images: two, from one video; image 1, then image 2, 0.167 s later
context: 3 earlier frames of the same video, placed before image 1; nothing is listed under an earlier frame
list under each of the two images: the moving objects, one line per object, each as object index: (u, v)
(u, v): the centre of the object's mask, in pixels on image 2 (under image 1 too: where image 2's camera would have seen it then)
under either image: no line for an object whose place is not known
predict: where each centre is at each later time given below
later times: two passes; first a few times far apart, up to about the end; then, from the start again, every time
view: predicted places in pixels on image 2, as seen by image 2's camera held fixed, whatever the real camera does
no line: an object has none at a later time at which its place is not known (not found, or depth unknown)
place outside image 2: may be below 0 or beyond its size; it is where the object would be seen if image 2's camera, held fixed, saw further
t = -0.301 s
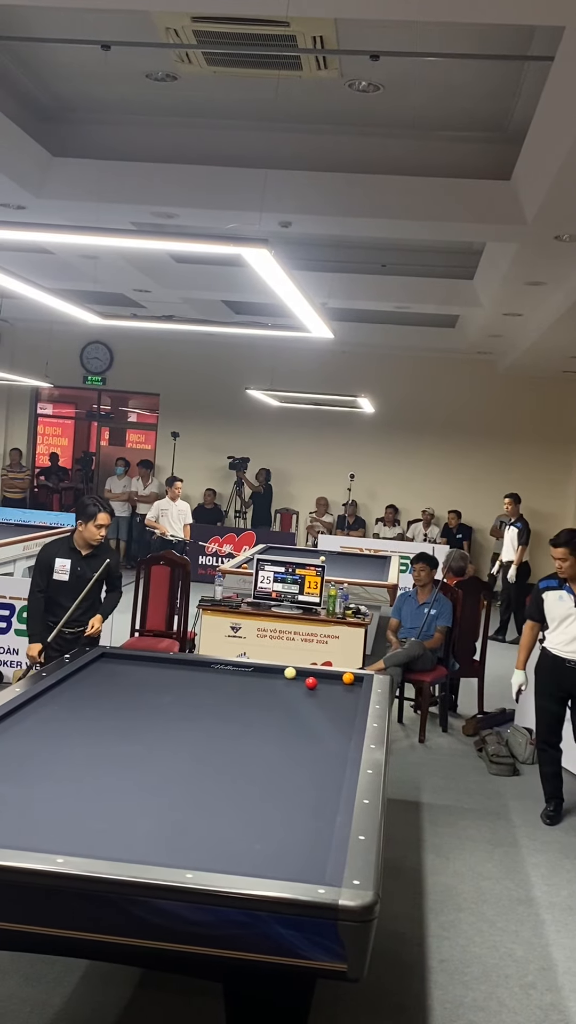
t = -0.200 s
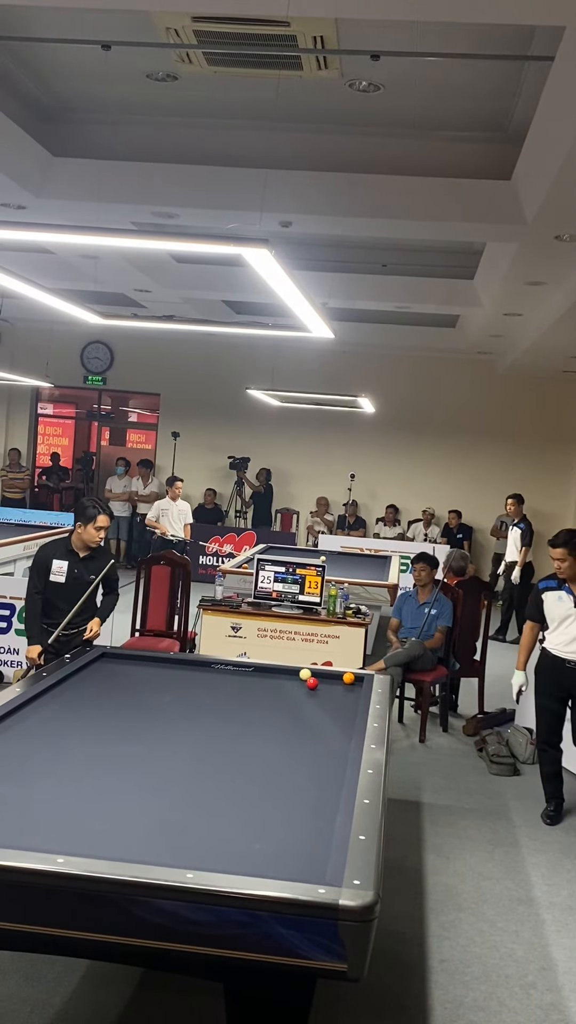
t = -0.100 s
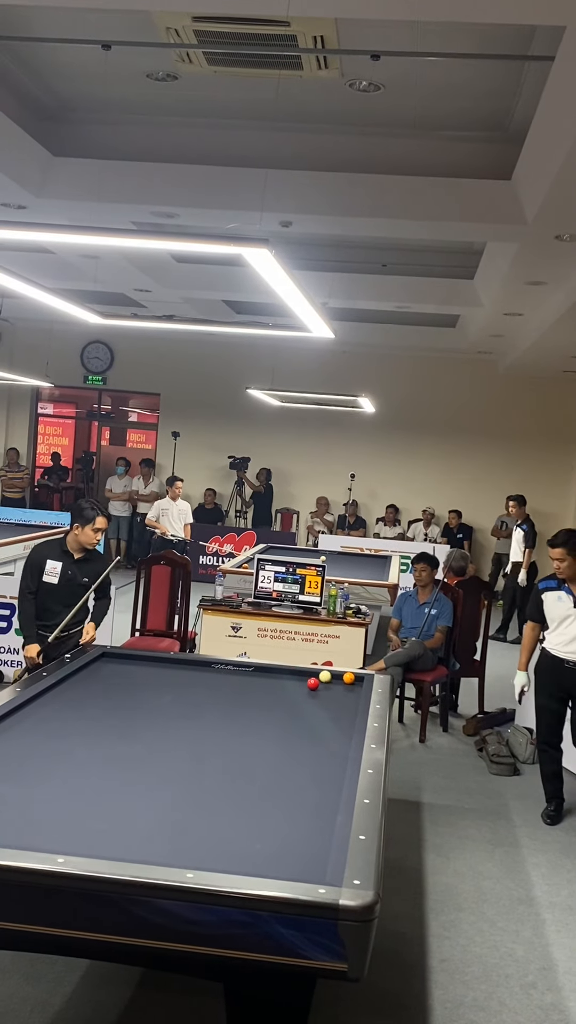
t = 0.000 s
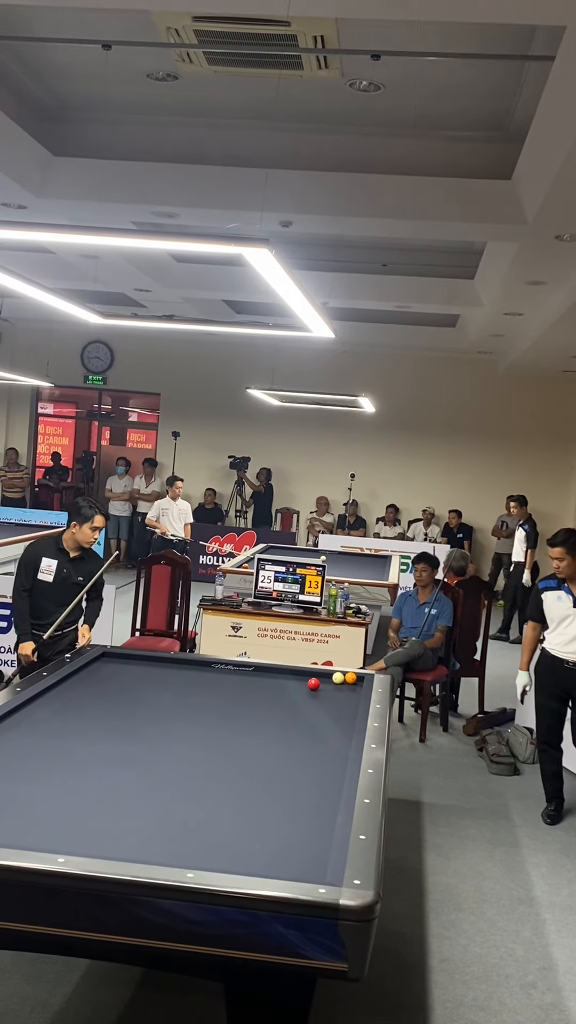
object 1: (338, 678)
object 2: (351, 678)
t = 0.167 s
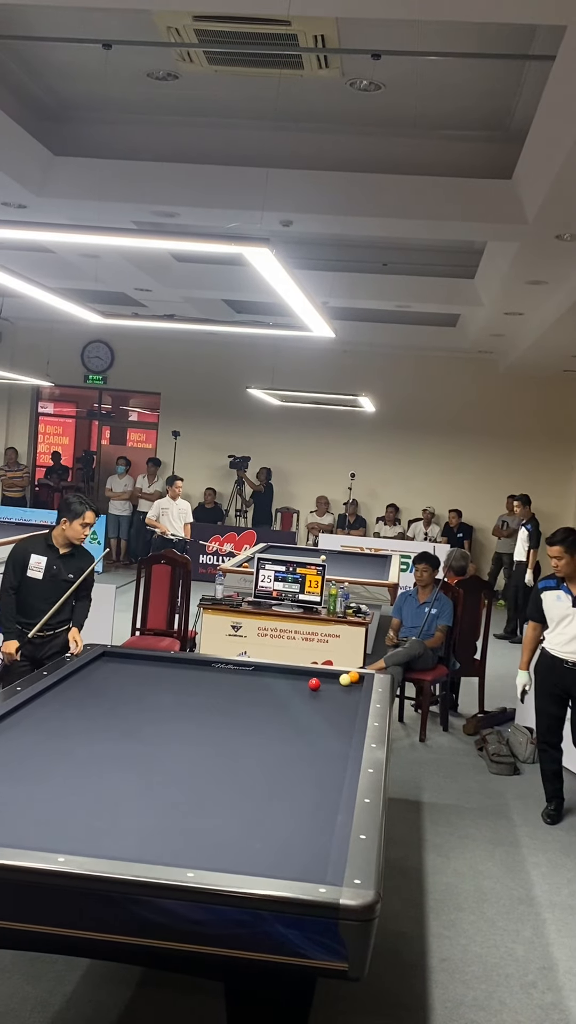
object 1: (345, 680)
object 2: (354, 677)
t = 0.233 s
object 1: (348, 681)
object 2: (350, 674)
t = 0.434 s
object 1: (357, 683)
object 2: (339, 675)
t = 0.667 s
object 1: (350, 684)
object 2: (328, 674)
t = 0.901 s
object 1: (342, 686)
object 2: (317, 674)
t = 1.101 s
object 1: (336, 686)
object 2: (308, 673)
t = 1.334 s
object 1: (330, 687)
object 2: (297, 672)
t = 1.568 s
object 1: (330, 688)
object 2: (288, 671)
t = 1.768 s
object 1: (330, 689)
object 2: (280, 671)
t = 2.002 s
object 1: (329, 690)
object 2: (270, 670)
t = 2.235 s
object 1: (329, 690)
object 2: (262, 669)
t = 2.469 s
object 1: (329, 691)
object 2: (253, 668)
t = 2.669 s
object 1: (329, 692)
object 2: (246, 668)
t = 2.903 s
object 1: (328, 693)
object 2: (239, 668)
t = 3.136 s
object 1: (329, 693)
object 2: (233, 668)
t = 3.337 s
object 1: (329, 693)
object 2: (227, 667)
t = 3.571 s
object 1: (328, 694)
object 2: (221, 667)
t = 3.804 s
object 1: (328, 694)
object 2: (215, 667)
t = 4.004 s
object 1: (328, 694)
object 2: (210, 667)
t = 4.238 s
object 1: (328, 694)
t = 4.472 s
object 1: (329, 694)
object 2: (200, 666)
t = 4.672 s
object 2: (196, 665)
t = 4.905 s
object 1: (328, 694)
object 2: (192, 665)
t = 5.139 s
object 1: (328, 694)
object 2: (188, 665)
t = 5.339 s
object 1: (328, 694)
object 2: (186, 664)
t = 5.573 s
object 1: (328, 694)
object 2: (183, 664)
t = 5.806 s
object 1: (328, 694)
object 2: (181, 663)
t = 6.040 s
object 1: (328, 693)
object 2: (179, 663)
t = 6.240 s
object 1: (328, 693)
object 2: (177, 663)
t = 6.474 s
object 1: (328, 693)
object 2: (175, 663)
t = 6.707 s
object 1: (328, 693)
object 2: (175, 663)
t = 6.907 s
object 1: (328, 693)
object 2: (174, 662)
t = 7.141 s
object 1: (328, 692)
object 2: (174, 662)
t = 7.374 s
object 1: (328, 692)
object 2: (174, 662)
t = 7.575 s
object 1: (328, 692)
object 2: (173, 662)
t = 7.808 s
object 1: (328, 692)
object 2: (174, 662)
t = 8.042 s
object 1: (328, 692)
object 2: (174, 662)
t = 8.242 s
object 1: (328, 692)
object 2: (174, 662)
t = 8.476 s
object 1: (328, 692)
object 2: (174, 662)
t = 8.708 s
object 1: (328, 692)
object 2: (174, 662)
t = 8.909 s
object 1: (328, 692)
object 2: (173, 662)
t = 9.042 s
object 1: (328, 691)
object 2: (173, 661)
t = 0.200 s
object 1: (346, 681)
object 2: (352, 675)
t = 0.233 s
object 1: (348, 681)
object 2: (350, 674)
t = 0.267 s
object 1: (350, 682)
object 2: (347, 673)
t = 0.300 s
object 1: (351, 682)
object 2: (345, 674)
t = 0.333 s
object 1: (353, 682)
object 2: (344, 675)
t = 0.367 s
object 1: (354, 683)
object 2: (342, 676)
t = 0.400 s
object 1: (356, 683)
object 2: (341, 675)
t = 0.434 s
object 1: (357, 683)
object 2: (339, 675)
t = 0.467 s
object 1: (356, 684)
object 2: (338, 675)
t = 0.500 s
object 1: (355, 684)
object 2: (336, 675)
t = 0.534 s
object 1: (354, 684)
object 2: (334, 675)
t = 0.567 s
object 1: (353, 684)
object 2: (333, 675)
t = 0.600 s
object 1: (352, 684)
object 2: (331, 675)
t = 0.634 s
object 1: (351, 684)
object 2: (329, 674)
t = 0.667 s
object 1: (350, 684)
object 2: (328, 674)
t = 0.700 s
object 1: (349, 685)
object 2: (326, 674)
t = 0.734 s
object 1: (347, 685)
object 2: (325, 674)
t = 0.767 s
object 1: (346, 685)
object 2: (323, 674)
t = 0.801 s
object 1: (345, 685)
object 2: (322, 674)
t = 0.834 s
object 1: (344, 685)
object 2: (320, 674)
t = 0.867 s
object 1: (343, 685)
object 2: (318, 674)
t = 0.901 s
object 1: (342, 686)
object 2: (317, 674)
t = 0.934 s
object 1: (341, 686)
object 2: (315, 673)
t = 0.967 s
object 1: (340, 686)
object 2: (314, 673)
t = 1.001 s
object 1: (339, 686)
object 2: (312, 673)
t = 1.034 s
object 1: (338, 686)
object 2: (311, 673)
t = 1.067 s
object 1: (338, 686)
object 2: (309, 673)
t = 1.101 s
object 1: (336, 686)
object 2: (308, 673)
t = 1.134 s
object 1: (335, 686)
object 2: (306, 673)
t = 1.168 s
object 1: (334, 687)
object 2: (305, 673)
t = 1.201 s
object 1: (334, 687)
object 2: (303, 673)
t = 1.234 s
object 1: (333, 687)
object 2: (302, 672)
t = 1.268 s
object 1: (332, 687)
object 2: (300, 672)
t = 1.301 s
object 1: (331, 687)
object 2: (299, 672)
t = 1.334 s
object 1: (330, 687)
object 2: (297, 672)
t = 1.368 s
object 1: (330, 687)
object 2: (296, 672)
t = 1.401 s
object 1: (330, 688)
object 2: (295, 672)
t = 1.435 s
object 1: (330, 688)
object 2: (293, 672)
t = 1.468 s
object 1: (329, 688)
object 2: (292, 671)
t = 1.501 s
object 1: (330, 688)
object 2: (290, 671)
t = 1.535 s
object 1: (330, 688)
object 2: (289, 671)
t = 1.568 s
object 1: (330, 688)
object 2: (288, 671)
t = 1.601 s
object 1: (329, 688)
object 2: (286, 671)
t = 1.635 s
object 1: (330, 688)
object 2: (285, 671)
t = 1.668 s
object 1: (330, 688)
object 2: (284, 671)
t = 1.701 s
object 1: (330, 689)
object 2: (282, 671)
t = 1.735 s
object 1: (330, 689)
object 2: (281, 671)
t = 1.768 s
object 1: (330, 689)
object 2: (280, 671)
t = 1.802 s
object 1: (330, 689)
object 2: (278, 671)
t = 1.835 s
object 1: (329, 689)
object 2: (277, 670)
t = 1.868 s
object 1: (330, 689)
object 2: (276, 670)
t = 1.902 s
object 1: (329, 690)
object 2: (274, 670)
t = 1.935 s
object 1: (329, 690)
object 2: (273, 670)
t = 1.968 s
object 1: (329, 690)
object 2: (272, 670)
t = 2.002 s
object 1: (329, 690)
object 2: (270, 670)
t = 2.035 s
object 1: (329, 690)
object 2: (269, 670)
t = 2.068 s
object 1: (329, 690)
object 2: (268, 669)
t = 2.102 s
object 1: (329, 690)
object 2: (267, 669)
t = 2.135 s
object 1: (329, 690)
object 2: (266, 669)
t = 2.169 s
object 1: (329, 690)
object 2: (264, 669)
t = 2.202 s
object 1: (329, 690)
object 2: (263, 669)
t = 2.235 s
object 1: (329, 690)
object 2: (262, 669)
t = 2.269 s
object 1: (329, 691)
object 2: (260, 669)
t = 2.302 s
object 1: (329, 691)
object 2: (259, 669)
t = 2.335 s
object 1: (329, 691)
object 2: (258, 668)
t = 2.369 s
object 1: (329, 691)
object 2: (257, 669)
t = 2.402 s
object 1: (329, 691)
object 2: (256, 669)
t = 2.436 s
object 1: (329, 691)
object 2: (254, 668)
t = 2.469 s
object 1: (329, 691)
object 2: (253, 668)
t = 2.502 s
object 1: (329, 691)
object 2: (252, 668)
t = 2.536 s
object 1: (329, 691)
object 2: (251, 668)
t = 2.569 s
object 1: (329, 691)
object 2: (250, 668)
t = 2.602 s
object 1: (329, 691)
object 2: (249, 668)
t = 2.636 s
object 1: (329, 692)
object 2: (248, 668)
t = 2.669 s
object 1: (329, 692)
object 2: (246, 668)
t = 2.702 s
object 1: (329, 692)
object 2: (245, 668)
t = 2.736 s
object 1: (329, 692)
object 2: (244, 668)
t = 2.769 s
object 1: (329, 692)
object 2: (243, 668)
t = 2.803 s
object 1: (328, 692)
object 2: (242, 668)
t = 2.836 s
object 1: (329, 692)
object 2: (241, 668)
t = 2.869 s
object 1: (329, 692)
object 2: (241, 668)
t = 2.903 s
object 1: (328, 693)
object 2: (239, 668)
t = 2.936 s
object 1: (329, 693)
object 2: (239, 668)
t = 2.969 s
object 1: (329, 693)
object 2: (238, 668)
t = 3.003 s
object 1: (329, 693)
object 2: (237, 668)
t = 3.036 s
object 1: (328, 693)
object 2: (236, 668)
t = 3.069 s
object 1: (328, 693)
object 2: (235, 668)
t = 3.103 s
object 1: (328, 693)
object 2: (234, 668)
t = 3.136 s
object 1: (329, 693)
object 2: (233, 668)
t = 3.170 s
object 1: (329, 693)
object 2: (232, 668)
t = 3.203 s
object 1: (328, 693)
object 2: (231, 668)
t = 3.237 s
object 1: (329, 693)
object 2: (230, 668)
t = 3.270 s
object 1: (328, 693)
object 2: (229, 668)
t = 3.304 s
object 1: (328, 693)
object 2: (228, 667)
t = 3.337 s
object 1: (329, 693)
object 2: (227, 667)
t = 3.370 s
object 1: (328, 693)
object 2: (226, 667)
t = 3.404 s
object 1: (328, 694)
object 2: (225, 667)
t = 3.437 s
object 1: (329, 694)
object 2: (224, 667)
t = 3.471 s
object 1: (328, 694)
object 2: (223, 667)
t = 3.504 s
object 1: (328, 694)
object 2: (222, 667)
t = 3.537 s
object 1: (328, 694)
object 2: (222, 667)
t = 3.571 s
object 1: (328, 694)
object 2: (221, 667)
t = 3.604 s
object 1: (328, 694)
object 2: (220, 667)
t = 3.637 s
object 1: (328, 694)
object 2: (219, 667)
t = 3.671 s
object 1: (328, 694)
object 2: (218, 667)
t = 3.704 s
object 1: (328, 694)
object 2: (217, 667)
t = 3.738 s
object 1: (328, 694)
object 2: (217, 667)
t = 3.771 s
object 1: (328, 694)
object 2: (216, 667)
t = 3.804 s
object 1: (328, 694)
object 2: (215, 667)
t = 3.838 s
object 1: (328, 694)
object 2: (214, 667)
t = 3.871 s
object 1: (328, 694)
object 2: (213, 667)
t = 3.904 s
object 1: (328, 694)
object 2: (212, 667)
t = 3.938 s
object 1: (328, 694)
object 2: (212, 667)
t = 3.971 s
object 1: (328, 694)
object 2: (211, 666)
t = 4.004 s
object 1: (328, 694)
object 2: (210, 667)
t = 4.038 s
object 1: (328, 694)
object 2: (209, 666)
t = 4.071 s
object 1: (328, 694)
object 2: (210, 666)
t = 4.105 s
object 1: (328, 694)
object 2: (205, 666)
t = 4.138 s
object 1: (328, 694)
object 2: (207, 666)
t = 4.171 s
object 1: (328, 694)
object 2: (207, 667)
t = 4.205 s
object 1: (328, 694)
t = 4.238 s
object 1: (328, 694)
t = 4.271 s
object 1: (328, 694)
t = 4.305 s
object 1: (328, 694)
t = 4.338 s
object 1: (328, 694)
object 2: (202, 666)
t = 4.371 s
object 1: (328, 694)
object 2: (202, 666)
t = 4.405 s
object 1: (328, 694)
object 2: (201, 666)
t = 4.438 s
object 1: (328, 694)
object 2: (201, 666)
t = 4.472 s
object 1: (329, 694)
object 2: (200, 666)
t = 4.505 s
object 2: (199, 666)
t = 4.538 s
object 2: (199, 666)
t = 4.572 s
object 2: (198, 666)
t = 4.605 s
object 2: (197, 666)
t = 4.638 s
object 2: (197, 665)
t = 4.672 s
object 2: (196, 665)
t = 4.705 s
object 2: (196, 665)
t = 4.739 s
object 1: (327, 692)
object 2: (195, 665)
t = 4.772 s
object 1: (328, 694)
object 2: (194, 665)
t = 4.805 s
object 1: (328, 694)
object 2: (194, 665)
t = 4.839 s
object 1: (328, 694)
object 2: (193, 665)
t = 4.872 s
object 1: (328, 694)
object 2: (193, 665)
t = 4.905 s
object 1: (328, 694)
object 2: (192, 665)
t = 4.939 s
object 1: (328, 694)
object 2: (191, 665)
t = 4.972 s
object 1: (328, 694)
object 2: (191, 665)
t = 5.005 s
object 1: (328, 694)
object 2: (190, 665)
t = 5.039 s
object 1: (328, 694)
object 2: (190, 665)
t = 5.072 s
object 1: (328, 694)
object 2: (189, 665)
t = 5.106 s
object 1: (328, 694)
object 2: (189, 665)
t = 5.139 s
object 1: (328, 694)
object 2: (188, 665)
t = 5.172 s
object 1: (328, 694)
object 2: (188, 665)
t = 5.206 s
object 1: (328, 694)
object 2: (187, 664)
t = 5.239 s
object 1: (328, 694)
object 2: (187, 664)
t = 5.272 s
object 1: (328, 694)
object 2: (187, 665)
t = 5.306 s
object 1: (328, 694)
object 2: (186, 664)
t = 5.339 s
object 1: (328, 694)
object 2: (186, 664)
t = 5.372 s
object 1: (328, 694)
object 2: (185, 664)
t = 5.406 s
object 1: (328, 694)
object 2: (185, 664)
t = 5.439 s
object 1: (328, 694)
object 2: (185, 664)
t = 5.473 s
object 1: (328, 694)
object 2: (184, 664)
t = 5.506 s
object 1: (328, 694)
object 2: (184, 664)
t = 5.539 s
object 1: (328, 694)
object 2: (183, 664)
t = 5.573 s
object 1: (328, 694)
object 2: (183, 664)
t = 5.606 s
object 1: (328, 694)
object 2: (183, 664)
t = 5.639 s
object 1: (328, 694)
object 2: (182, 664)
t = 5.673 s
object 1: (328, 694)
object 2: (182, 664)
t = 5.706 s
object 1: (328, 694)
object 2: (182, 664)
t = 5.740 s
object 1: (328, 694)
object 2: (181, 664)
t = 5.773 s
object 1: (328, 694)
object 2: (181, 664)
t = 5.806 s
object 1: (328, 694)
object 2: (181, 663)
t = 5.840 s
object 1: (328, 694)
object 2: (180, 663)
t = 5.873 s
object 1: (328, 693)
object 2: (180, 663)
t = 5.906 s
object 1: (328, 693)
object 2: (180, 663)
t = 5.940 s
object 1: (328, 693)
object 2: (179, 663)
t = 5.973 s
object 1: (328, 693)
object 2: (179, 663)
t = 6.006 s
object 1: (328, 694)
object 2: (179, 663)
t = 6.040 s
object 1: (328, 693)
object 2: (179, 663)
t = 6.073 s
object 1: (328, 693)
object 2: (178, 663)
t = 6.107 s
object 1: (328, 693)
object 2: (178, 663)
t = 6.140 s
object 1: (328, 693)
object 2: (178, 663)
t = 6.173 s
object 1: (328, 693)
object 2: (178, 663)
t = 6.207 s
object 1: (328, 693)
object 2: (178, 663)
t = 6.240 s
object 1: (328, 693)
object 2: (177, 663)
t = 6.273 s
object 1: (328, 693)
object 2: (177, 663)
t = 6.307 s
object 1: (328, 693)
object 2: (176, 663)
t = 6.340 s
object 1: (328, 693)
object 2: (176, 663)
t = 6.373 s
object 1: (328, 693)
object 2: (176, 663)
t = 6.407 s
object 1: (328, 693)
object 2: (176, 663)
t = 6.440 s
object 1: (328, 693)
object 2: (176, 663)
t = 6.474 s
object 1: (328, 693)
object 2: (175, 663)
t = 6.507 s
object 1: (328, 693)
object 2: (175, 663)
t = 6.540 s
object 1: (328, 693)
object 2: (175, 663)
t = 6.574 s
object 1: (328, 693)
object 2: (175, 663)
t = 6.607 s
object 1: (328, 693)
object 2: (175, 663)
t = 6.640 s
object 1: (328, 693)
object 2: (175, 663)
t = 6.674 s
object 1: (328, 693)
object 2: (175, 663)
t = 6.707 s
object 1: (328, 693)
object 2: (175, 663)
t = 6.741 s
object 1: (328, 693)
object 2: (174, 663)
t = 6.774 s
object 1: (328, 693)
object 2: (174, 663)
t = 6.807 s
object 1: (328, 693)
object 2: (174, 662)
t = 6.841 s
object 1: (328, 693)
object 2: (174, 663)
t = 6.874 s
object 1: (328, 693)
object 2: (174, 662)
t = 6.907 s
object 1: (328, 693)
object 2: (174, 662)
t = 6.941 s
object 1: (328, 693)
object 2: (174, 662)
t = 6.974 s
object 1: (328, 692)
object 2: (174, 662)
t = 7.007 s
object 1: (328, 692)
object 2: (174, 662)
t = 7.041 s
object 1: (328, 692)
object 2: (174, 662)
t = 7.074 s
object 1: (328, 692)
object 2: (174, 662)
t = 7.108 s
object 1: (328, 692)
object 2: (174, 662)
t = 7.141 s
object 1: (328, 692)
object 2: (174, 662)
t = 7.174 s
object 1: (328, 692)
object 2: (174, 662)
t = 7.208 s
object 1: (328, 692)
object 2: (174, 662)
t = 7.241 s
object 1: (328, 692)
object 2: (174, 662)
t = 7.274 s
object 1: (328, 692)
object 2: (174, 662)
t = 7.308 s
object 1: (328, 692)
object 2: (174, 662)
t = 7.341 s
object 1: (328, 692)
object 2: (174, 662)
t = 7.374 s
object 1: (328, 692)
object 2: (174, 662)
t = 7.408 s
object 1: (328, 692)
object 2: (174, 662)
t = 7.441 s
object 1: (328, 692)
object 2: (174, 662)
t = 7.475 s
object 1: (328, 692)
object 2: (173, 662)
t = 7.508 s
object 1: (328, 692)
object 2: (173, 662)
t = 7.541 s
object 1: (328, 692)
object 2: (173, 662)
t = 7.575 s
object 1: (328, 692)
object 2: (173, 662)
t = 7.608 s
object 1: (328, 692)
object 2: (173, 662)
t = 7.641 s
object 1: (328, 692)
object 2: (173, 662)
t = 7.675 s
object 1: (328, 692)
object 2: (174, 662)
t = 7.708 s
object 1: (328, 692)
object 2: (173, 662)
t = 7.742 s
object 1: (328, 692)
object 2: (174, 662)
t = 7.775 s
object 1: (328, 692)
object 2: (174, 662)
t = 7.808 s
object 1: (328, 692)
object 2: (174, 662)
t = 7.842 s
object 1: (328, 692)
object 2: (174, 662)
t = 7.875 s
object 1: (328, 692)
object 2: (174, 662)
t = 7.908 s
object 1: (328, 692)
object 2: (174, 662)
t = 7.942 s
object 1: (328, 692)
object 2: (174, 662)
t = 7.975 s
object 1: (328, 692)
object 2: (174, 662)
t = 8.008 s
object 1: (328, 692)
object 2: (174, 662)
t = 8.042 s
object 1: (328, 692)
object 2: (174, 662)
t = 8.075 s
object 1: (328, 692)
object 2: (174, 662)
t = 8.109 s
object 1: (328, 692)
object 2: (174, 662)
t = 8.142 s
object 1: (328, 692)
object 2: (174, 662)
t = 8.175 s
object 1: (328, 692)
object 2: (174, 662)
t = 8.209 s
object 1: (328, 692)
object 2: (174, 662)
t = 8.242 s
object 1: (328, 692)
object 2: (174, 662)
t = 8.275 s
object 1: (328, 692)
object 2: (174, 662)
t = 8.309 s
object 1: (328, 692)
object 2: (174, 662)
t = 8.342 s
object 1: (328, 692)
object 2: (174, 662)
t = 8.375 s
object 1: (328, 692)
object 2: (174, 662)
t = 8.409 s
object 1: (328, 692)
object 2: (174, 662)
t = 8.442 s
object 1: (328, 692)
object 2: (174, 662)
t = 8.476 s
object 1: (328, 692)
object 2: (174, 662)
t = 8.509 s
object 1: (328, 692)
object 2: (174, 662)
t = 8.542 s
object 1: (328, 692)
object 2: (174, 662)
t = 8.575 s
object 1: (328, 692)
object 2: (174, 662)
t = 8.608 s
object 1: (328, 692)
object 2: (174, 662)
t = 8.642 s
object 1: (328, 692)
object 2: (174, 662)
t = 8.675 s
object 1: (328, 692)
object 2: (174, 662)
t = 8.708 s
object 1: (328, 692)
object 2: (174, 662)
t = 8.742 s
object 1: (328, 692)
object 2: (174, 662)
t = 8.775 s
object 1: (328, 692)
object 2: (174, 662)
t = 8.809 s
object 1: (328, 692)
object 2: (174, 662)
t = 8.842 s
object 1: (328, 692)
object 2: (173, 662)
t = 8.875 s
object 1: (328, 692)
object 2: (173, 662)
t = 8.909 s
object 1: (328, 692)
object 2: (173, 662)
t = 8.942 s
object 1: (328, 691)
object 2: (173, 661)
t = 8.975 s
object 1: (328, 691)
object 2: (173, 661)
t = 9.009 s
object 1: (328, 691)
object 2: (173, 661)
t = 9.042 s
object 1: (328, 691)
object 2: (173, 661)
